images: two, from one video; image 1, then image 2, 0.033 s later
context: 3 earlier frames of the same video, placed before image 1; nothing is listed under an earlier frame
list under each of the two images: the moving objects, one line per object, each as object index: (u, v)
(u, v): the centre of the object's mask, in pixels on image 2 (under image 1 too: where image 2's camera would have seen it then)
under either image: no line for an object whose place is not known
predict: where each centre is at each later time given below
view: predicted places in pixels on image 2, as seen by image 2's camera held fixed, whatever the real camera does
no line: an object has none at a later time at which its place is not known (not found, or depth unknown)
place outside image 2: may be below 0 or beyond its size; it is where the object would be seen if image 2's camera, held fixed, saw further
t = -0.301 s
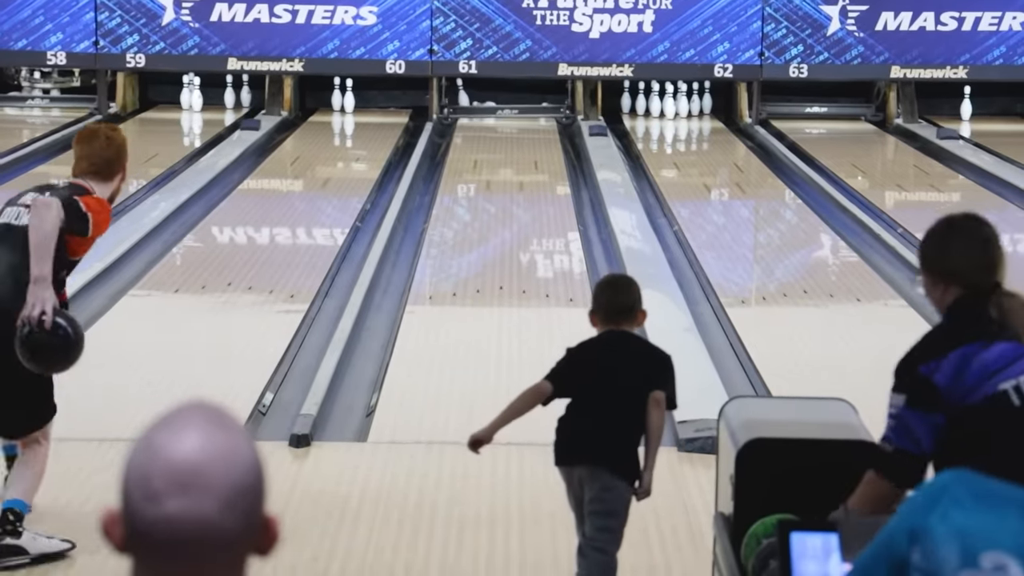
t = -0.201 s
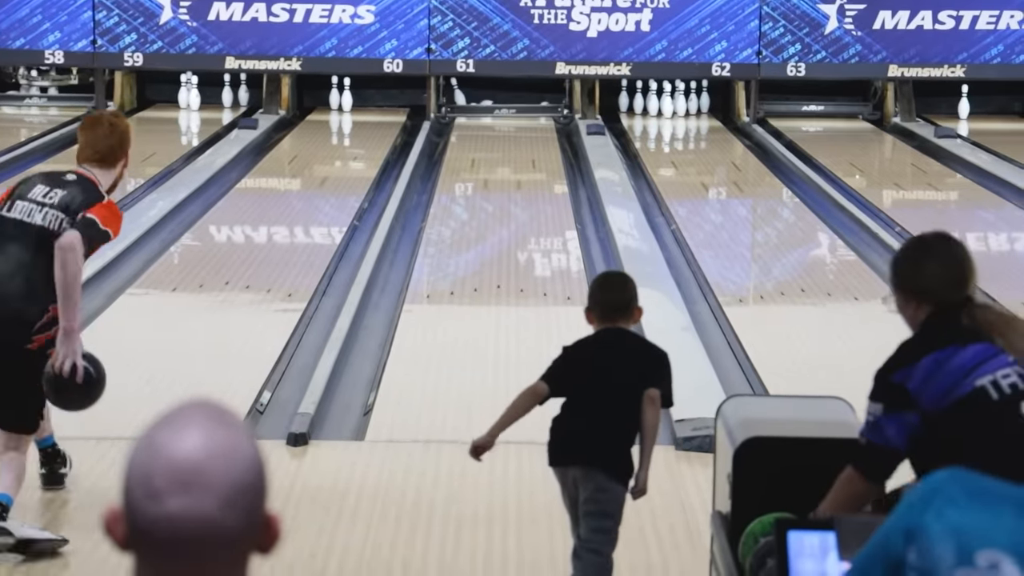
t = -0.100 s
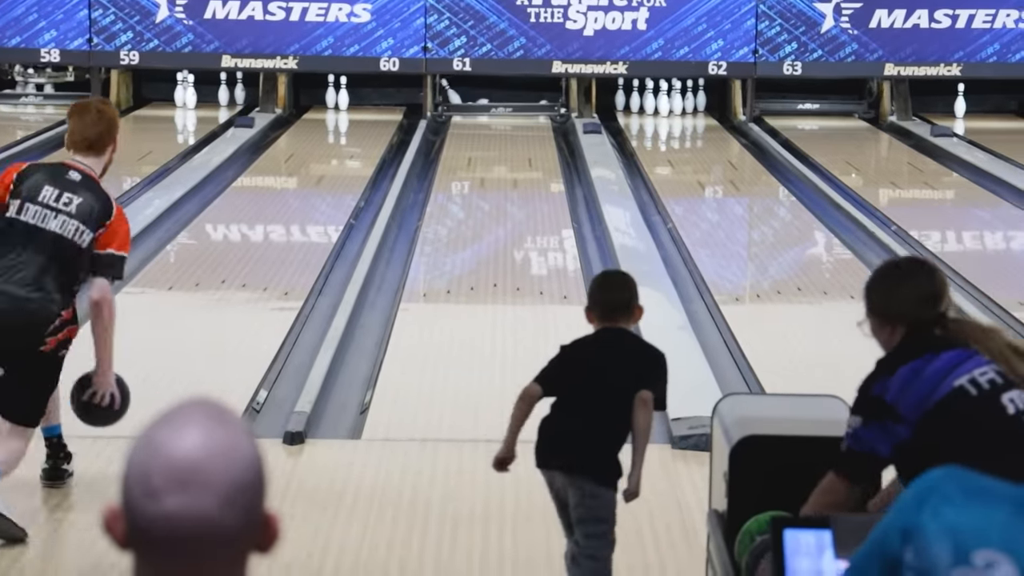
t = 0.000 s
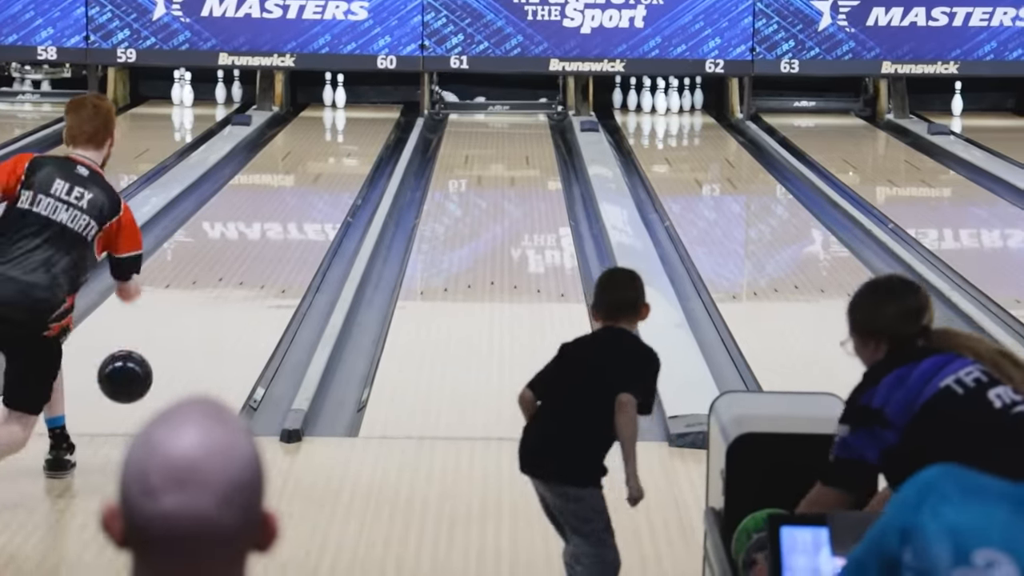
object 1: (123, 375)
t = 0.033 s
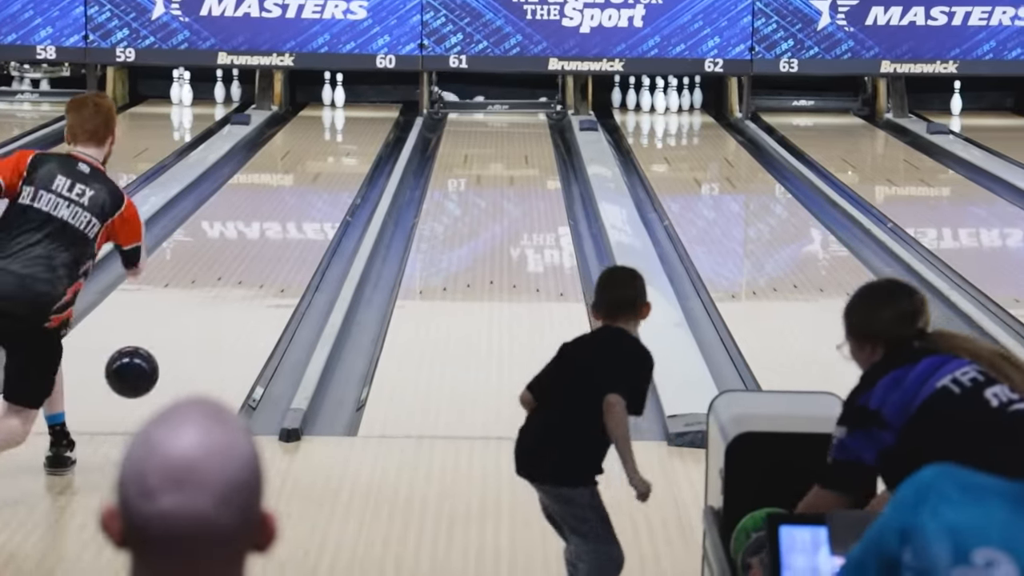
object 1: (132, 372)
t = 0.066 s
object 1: (139, 371)
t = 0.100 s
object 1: (147, 372)
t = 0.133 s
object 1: (153, 376)
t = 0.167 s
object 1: (160, 366)
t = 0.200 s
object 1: (166, 357)
